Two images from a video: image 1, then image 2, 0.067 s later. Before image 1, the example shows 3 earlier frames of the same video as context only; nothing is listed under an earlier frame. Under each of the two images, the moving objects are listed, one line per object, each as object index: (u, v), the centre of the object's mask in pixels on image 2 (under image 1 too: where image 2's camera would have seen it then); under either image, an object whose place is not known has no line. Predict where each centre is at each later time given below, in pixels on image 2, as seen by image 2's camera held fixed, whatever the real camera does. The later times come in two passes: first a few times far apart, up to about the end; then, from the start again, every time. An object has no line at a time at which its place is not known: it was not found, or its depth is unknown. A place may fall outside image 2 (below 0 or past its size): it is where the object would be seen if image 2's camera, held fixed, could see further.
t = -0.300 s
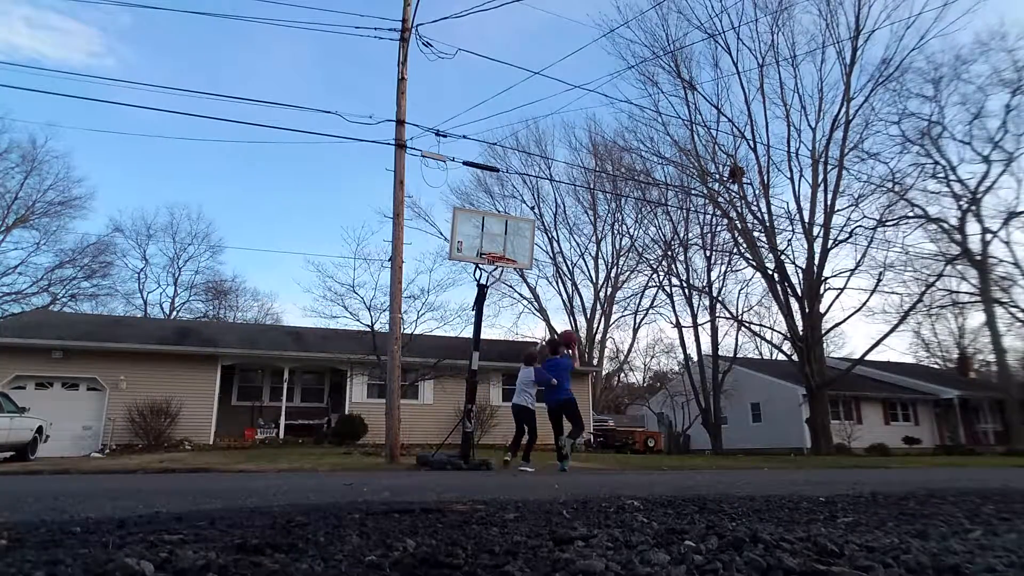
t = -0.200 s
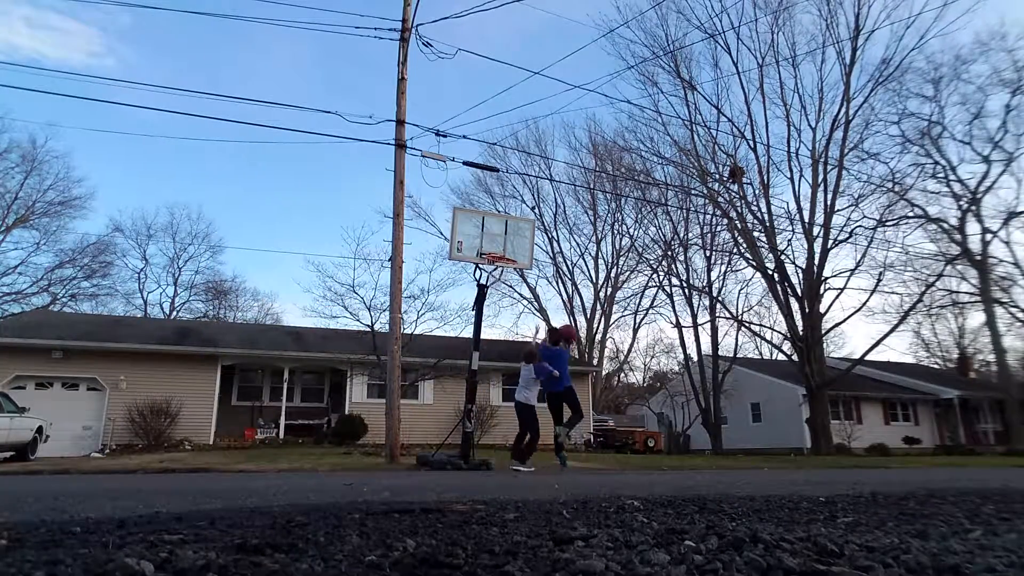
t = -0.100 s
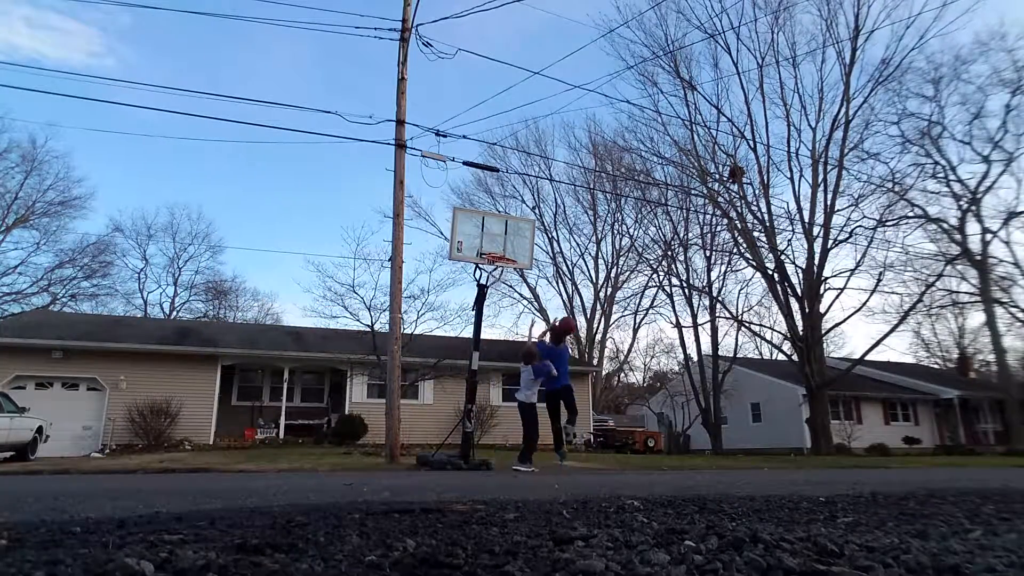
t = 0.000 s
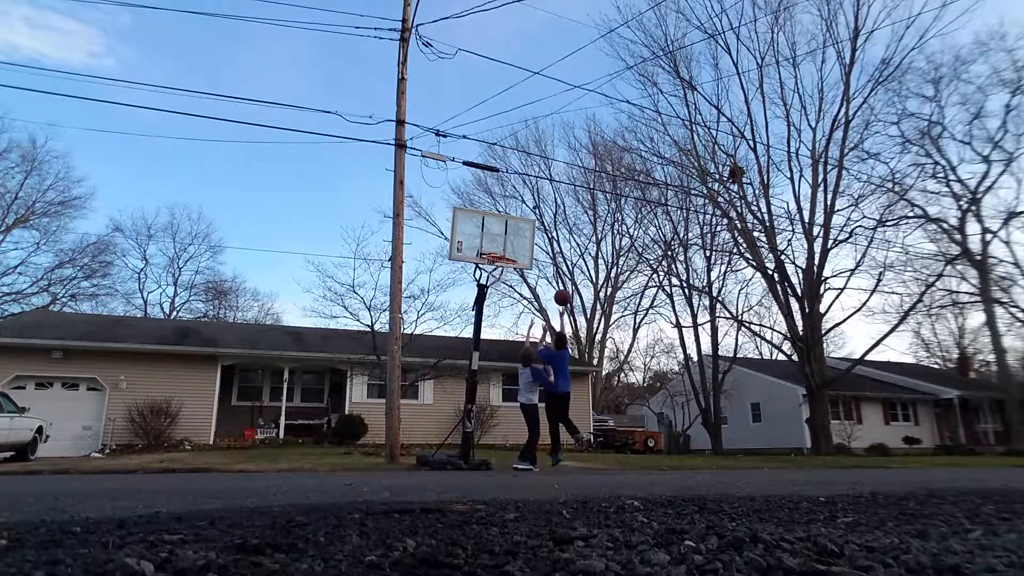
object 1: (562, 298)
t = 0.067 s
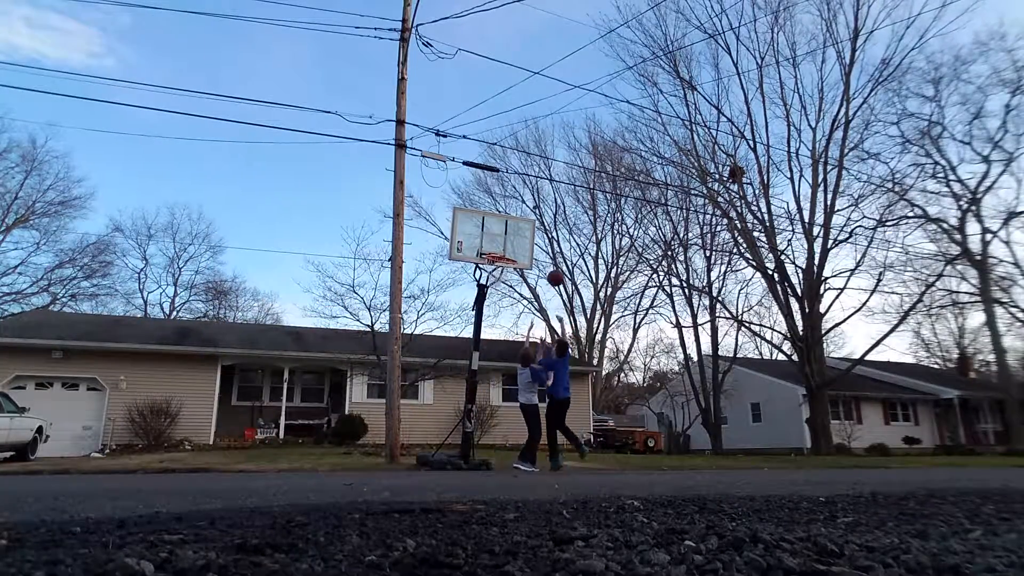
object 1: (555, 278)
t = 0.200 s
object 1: (542, 249)
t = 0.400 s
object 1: (524, 230)
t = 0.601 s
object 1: (507, 236)
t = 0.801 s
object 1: (500, 239)
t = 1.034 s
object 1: (507, 238)
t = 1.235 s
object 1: (511, 266)
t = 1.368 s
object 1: (515, 303)
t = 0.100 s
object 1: (552, 269)
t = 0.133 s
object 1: (549, 262)
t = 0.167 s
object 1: (546, 255)
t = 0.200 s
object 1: (542, 249)
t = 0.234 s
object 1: (539, 244)
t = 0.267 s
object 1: (536, 240)
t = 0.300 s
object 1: (533, 236)
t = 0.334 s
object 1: (530, 233)
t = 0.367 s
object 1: (527, 231)
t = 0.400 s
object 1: (524, 230)
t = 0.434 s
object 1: (521, 229)
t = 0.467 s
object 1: (518, 229)
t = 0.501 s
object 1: (515, 230)
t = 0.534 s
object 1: (512, 231)
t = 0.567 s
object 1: (510, 233)
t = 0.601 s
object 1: (507, 236)
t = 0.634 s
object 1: (504, 239)
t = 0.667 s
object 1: (501, 244)
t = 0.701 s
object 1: (498, 248)
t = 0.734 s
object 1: (498, 245)
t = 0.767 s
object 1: (499, 242)
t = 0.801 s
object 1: (500, 239)
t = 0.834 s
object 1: (501, 237)
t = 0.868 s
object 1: (502, 235)
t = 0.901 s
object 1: (503, 234)
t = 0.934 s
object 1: (504, 234)
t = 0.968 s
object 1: (505, 235)
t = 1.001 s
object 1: (506, 236)
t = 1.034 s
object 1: (507, 238)
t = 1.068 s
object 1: (508, 240)
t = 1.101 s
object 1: (508, 244)
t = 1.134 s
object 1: (509, 248)
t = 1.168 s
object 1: (510, 253)
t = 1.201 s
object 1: (511, 259)
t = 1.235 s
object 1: (511, 266)
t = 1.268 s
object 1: (512, 274)
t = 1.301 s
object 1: (513, 283)
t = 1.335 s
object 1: (514, 293)
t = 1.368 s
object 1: (515, 303)
